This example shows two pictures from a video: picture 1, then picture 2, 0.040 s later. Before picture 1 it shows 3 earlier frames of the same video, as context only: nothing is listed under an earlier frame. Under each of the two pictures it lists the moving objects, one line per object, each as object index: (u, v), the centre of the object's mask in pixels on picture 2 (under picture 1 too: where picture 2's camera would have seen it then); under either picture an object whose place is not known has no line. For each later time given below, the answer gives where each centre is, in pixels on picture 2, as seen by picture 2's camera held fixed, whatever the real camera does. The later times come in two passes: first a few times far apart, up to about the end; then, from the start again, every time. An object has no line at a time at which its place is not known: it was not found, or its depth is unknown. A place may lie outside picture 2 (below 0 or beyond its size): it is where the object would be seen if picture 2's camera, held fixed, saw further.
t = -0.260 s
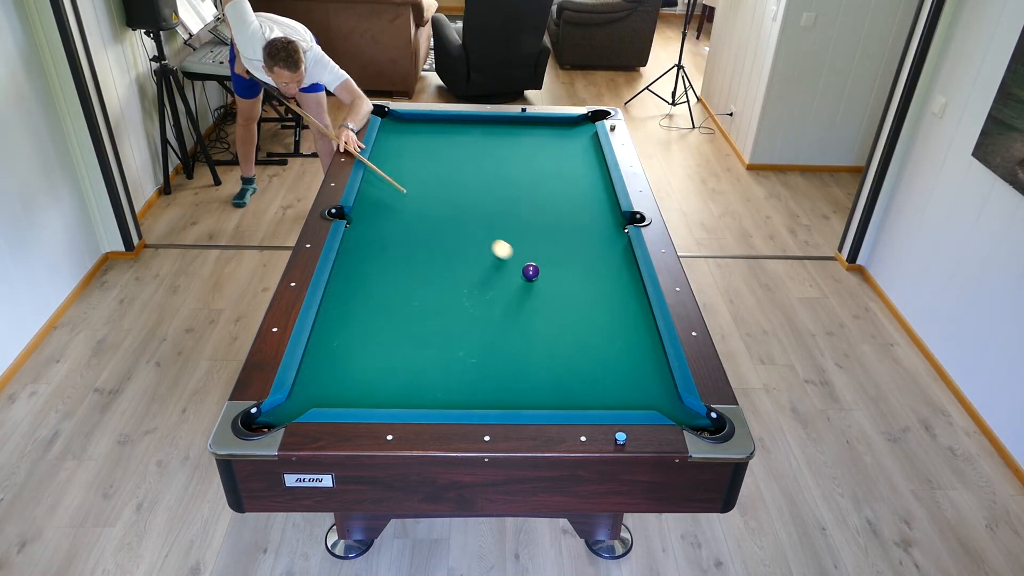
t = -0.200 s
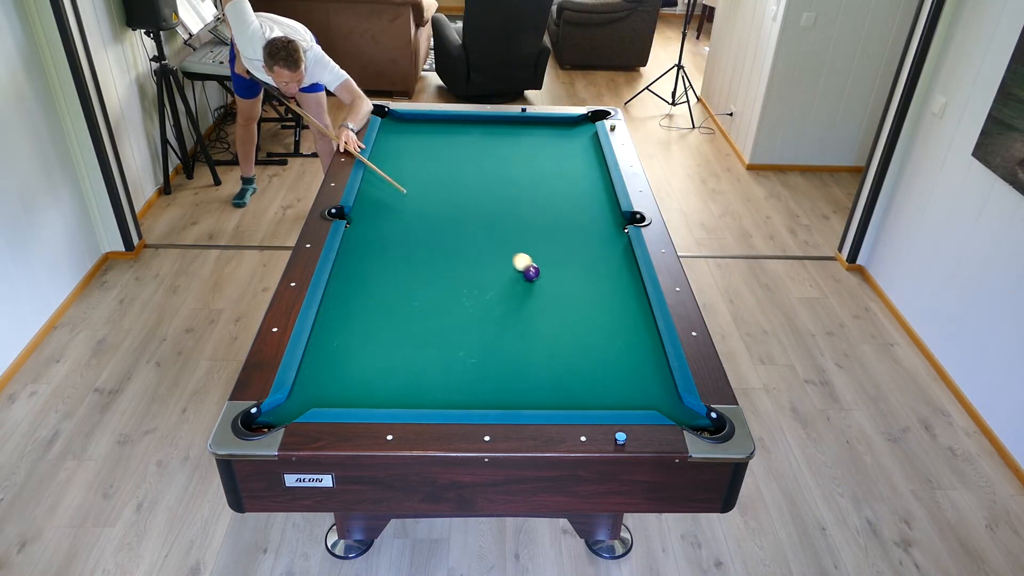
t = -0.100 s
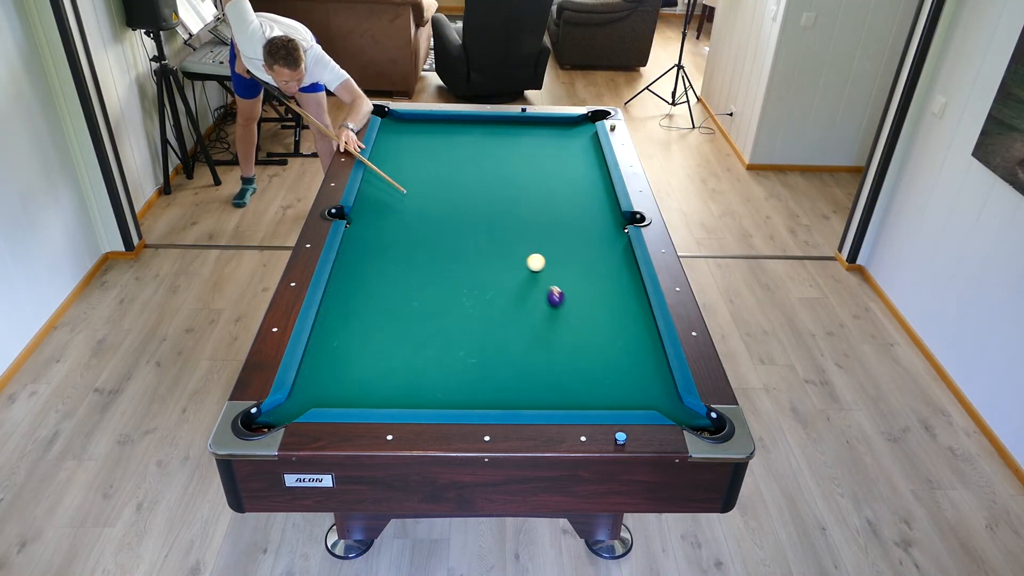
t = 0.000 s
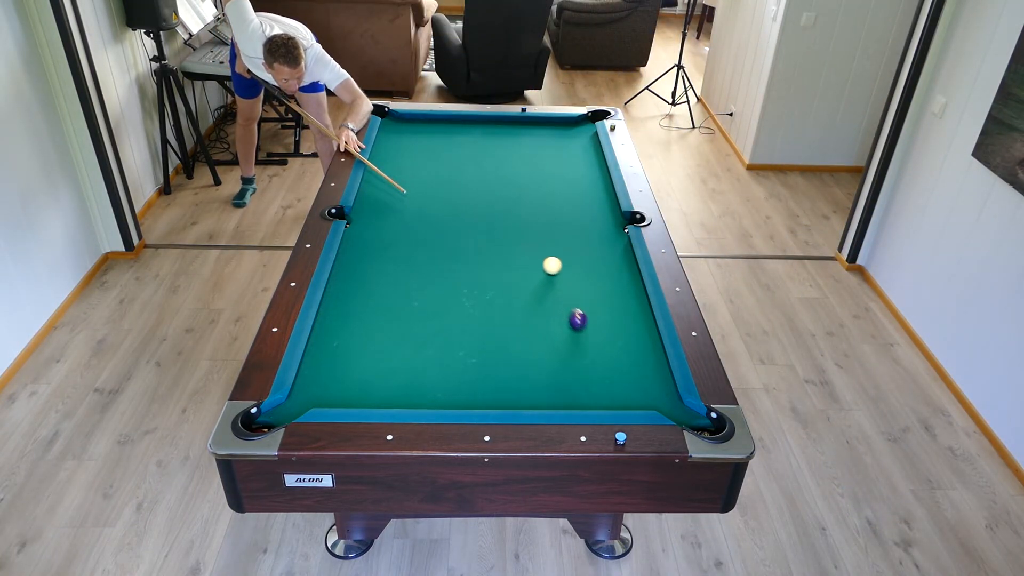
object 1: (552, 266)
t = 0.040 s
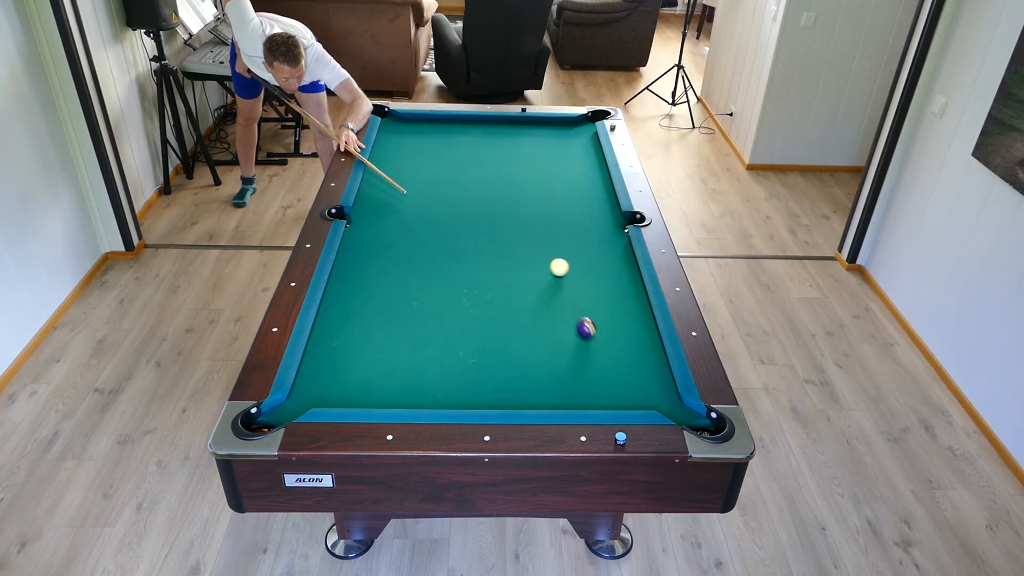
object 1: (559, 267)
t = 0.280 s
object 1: (601, 278)
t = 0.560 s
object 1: (630, 290)
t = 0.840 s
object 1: (608, 301)
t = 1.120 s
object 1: (587, 312)
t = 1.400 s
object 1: (566, 323)
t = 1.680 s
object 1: (545, 333)
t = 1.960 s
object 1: (525, 342)
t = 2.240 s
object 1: (506, 351)
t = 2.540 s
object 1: (486, 360)
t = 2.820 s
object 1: (469, 368)
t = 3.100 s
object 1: (454, 374)
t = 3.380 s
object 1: (440, 380)
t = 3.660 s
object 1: (427, 385)
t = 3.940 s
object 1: (417, 389)
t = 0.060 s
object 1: (563, 268)
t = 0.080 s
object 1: (566, 269)
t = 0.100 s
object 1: (570, 270)
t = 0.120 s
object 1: (573, 271)
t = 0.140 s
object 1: (577, 272)
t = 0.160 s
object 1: (580, 273)
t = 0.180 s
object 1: (584, 274)
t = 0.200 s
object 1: (587, 275)
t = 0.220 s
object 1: (591, 275)
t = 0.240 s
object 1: (594, 276)
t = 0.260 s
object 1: (598, 277)
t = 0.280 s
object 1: (601, 278)
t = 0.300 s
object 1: (605, 279)
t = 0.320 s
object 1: (608, 280)
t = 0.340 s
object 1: (612, 281)
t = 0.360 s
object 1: (615, 282)
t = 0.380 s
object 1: (619, 282)
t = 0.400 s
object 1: (622, 283)
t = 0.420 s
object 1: (625, 284)
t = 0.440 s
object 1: (629, 285)
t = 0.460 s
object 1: (633, 286)
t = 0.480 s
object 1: (636, 287)
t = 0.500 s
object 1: (635, 287)
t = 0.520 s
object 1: (633, 288)
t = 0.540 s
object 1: (631, 289)
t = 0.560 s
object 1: (630, 290)
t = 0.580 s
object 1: (628, 291)
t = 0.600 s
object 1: (627, 292)
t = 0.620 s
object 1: (625, 292)
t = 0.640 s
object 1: (624, 293)
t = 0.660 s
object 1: (622, 294)
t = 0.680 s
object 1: (620, 295)
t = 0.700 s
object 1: (619, 296)
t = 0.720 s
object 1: (618, 296)
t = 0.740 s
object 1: (616, 297)
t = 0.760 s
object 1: (614, 298)
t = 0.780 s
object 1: (613, 299)
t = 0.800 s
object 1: (611, 300)
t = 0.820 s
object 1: (610, 300)
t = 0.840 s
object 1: (608, 301)
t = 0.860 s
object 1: (607, 302)
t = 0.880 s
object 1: (605, 303)
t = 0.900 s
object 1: (604, 304)
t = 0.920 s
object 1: (602, 304)
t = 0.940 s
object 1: (601, 305)
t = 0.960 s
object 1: (599, 306)
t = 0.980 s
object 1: (597, 307)
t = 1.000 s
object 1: (596, 307)
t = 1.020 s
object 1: (594, 308)
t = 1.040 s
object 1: (593, 309)
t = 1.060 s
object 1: (591, 310)
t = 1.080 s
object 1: (590, 310)
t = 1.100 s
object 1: (588, 311)
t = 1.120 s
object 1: (587, 312)
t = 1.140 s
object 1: (585, 313)
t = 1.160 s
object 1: (584, 314)
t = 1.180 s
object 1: (582, 314)
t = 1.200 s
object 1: (581, 315)
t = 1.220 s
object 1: (579, 316)
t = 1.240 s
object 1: (578, 317)
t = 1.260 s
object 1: (576, 317)
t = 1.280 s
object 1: (575, 318)
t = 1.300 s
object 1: (573, 319)
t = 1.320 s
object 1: (572, 320)
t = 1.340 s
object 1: (570, 320)
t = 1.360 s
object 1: (569, 321)
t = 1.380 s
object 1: (567, 322)
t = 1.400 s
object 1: (566, 323)
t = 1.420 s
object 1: (564, 323)
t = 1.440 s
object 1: (563, 324)
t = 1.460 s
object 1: (561, 325)
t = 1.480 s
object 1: (560, 326)
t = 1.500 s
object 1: (558, 326)
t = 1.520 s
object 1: (557, 327)
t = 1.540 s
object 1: (555, 328)
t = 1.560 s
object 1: (554, 329)
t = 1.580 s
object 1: (552, 329)
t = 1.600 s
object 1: (551, 330)
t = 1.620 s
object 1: (549, 331)
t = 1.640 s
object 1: (548, 331)
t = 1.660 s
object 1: (547, 332)
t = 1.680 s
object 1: (545, 333)
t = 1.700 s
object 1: (544, 334)
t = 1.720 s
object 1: (542, 334)
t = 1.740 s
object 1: (541, 335)
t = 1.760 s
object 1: (539, 336)
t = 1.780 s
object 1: (538, 336)
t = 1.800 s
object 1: (537, 337)
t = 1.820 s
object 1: (535, 338)
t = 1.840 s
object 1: (534, 338)
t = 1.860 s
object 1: (532, 339)
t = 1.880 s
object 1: (531, 340)
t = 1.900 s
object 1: (529, 340)
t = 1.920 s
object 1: (528, 341)
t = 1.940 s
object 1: (526, 342)
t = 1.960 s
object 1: (525, 342)
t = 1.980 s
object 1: (524, 343)
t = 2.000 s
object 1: (522, 344)
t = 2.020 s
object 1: (521, 344)
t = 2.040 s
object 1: (519, 345)
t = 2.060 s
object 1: (518, 346)
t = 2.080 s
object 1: (517, 346)
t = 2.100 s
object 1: (515, 347)
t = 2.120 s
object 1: (514, 348)
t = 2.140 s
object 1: (513, 348)
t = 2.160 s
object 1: (511, 349)
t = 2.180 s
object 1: (510, 350)
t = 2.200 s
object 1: (509, 350)
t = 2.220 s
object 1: (507, 351)
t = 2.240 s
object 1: (506, 351)
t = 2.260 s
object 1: (504, 352)
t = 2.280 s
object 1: (503, 353)
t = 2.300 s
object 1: (502, 353)
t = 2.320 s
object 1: (500, 354)
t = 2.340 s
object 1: (499, 354)
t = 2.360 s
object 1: (498, 355)
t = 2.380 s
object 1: (496, 356)
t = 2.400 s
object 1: (495, 356)
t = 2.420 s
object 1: (494, 357)
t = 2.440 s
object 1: (493, 357)
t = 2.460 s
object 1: (491, 358)
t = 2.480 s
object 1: (490, 358)
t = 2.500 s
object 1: (489, 359)
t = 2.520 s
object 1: (488, 360)
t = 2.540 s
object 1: (486, 360)
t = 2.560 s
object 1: (485, 361)
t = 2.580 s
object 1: (484, 361)
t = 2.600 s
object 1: (483, 362)
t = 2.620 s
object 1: (481, 362)
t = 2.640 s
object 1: (480, 363)
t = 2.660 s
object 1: (479, 364)
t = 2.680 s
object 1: (478, 364)
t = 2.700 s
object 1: (476, 365)
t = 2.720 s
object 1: (475, 365)
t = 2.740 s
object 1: (474, 366)
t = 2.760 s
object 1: (473, 366)
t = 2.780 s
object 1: (472, 367)
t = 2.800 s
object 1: (471, 367)
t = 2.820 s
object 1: (469, 368)
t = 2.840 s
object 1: (468, 368)
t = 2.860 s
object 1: (467, 369)
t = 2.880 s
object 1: (466, 369)
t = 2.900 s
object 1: (465, 370)
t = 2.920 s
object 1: (464, 370)
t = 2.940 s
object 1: (463, 371)
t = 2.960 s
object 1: (461, 371)
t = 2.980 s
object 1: (460, 372)
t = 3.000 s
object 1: (459, 372)
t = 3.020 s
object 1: (458, 373)
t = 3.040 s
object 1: (457, 373)
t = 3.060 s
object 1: (456, 374)
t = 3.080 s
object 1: (455, 374)
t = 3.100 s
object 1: (454, 374)
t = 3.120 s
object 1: (452, 375)
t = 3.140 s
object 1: (451, 375)
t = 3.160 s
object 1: (450, 376)
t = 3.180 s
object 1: (449, 376)
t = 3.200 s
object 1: (448, 377)
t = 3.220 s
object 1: (447, 377)
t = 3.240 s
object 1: (446, 378)
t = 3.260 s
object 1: (445, 378)
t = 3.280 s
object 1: (444, 378)
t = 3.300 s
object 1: (444, 379)
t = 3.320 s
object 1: (442, 379)
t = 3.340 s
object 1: (442, 380)
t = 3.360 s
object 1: (441, 380)
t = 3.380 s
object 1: (440, 380)
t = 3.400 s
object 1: (439, 381)
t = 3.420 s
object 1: (438, 381)
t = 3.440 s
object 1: (437, 382)
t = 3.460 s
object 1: (436, 382)
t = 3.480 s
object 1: (435, 382)
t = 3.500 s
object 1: (434, 383)
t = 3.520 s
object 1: (433, 383)
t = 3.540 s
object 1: (432, 383)
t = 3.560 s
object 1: (431, 384)
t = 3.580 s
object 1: (431, 384)
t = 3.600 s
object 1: (430, 384)
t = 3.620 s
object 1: (429, 385)
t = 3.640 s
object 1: (428, 385)
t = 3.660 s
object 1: (427, 385)
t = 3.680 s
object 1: (427, 386)
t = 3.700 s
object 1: (426, 386)
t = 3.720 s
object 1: (425, 386)
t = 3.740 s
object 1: (424, 387)
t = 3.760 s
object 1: (423, 387)
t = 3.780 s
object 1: (423, 387)
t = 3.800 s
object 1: (422, 387)
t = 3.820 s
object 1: (421, 388)
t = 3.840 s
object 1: (421, 388)
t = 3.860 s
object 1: (420, 388)
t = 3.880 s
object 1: (419, 389)
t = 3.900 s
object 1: (419, 389)
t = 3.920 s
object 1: (418, 389)
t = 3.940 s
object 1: (417, 389)
